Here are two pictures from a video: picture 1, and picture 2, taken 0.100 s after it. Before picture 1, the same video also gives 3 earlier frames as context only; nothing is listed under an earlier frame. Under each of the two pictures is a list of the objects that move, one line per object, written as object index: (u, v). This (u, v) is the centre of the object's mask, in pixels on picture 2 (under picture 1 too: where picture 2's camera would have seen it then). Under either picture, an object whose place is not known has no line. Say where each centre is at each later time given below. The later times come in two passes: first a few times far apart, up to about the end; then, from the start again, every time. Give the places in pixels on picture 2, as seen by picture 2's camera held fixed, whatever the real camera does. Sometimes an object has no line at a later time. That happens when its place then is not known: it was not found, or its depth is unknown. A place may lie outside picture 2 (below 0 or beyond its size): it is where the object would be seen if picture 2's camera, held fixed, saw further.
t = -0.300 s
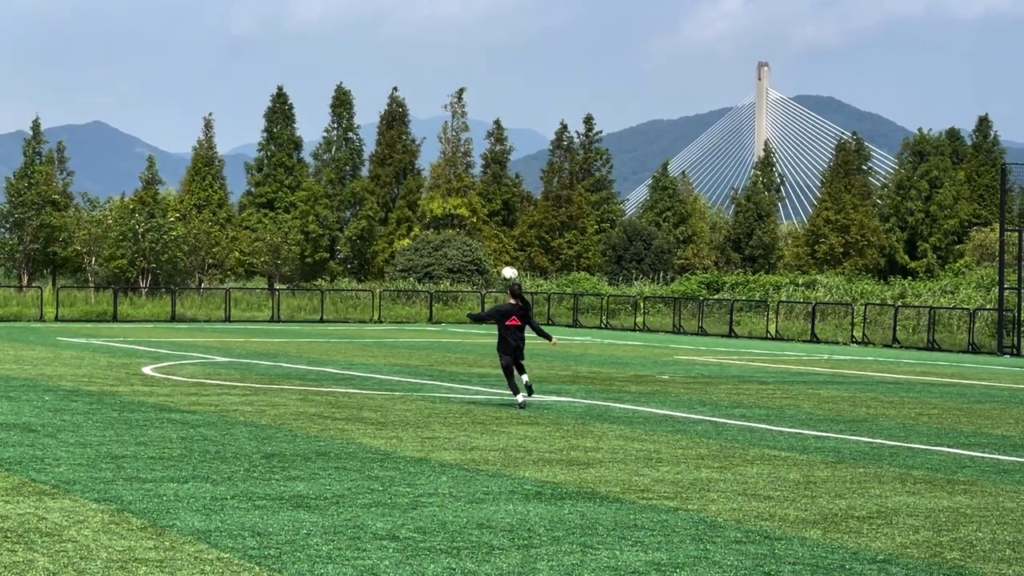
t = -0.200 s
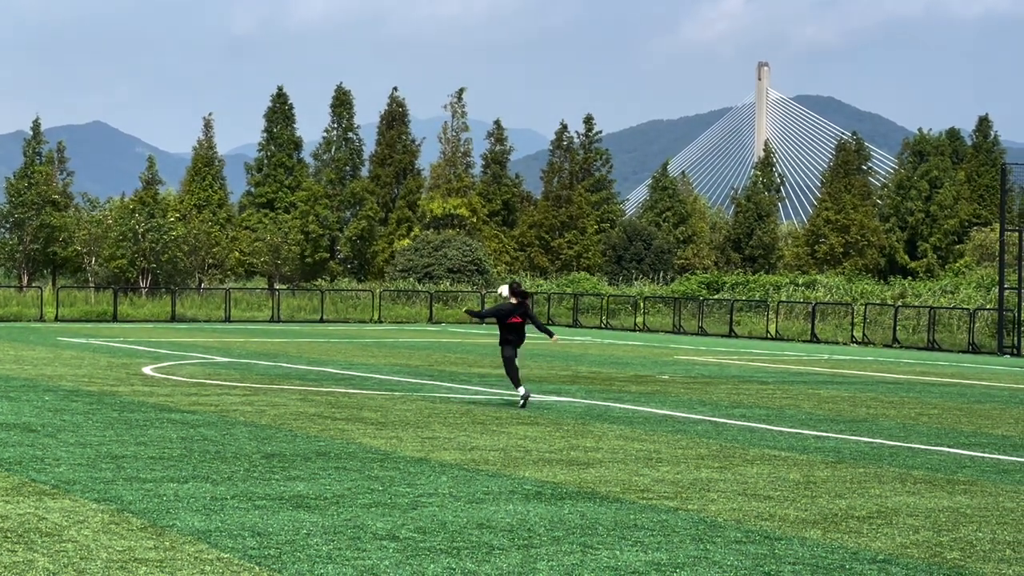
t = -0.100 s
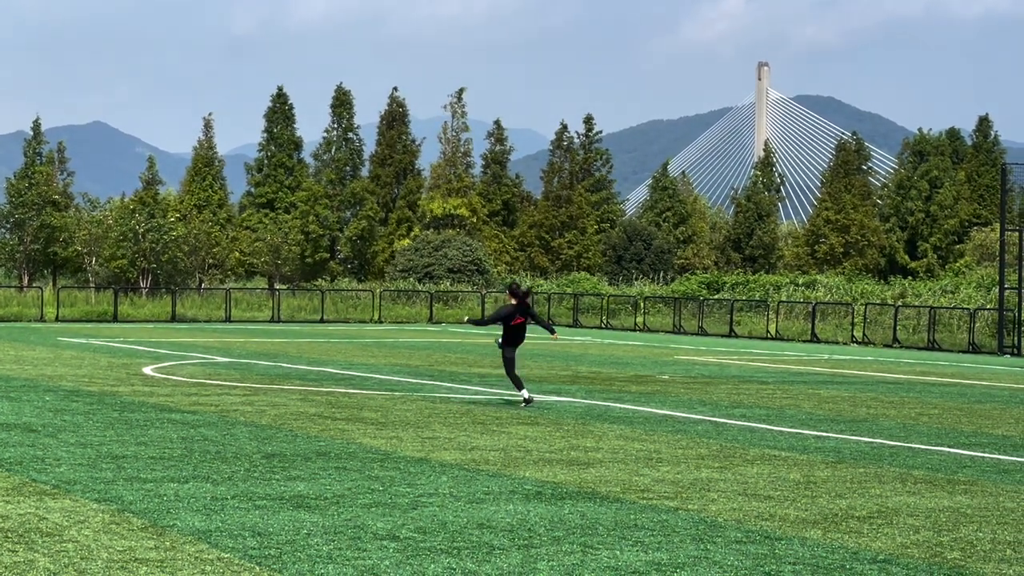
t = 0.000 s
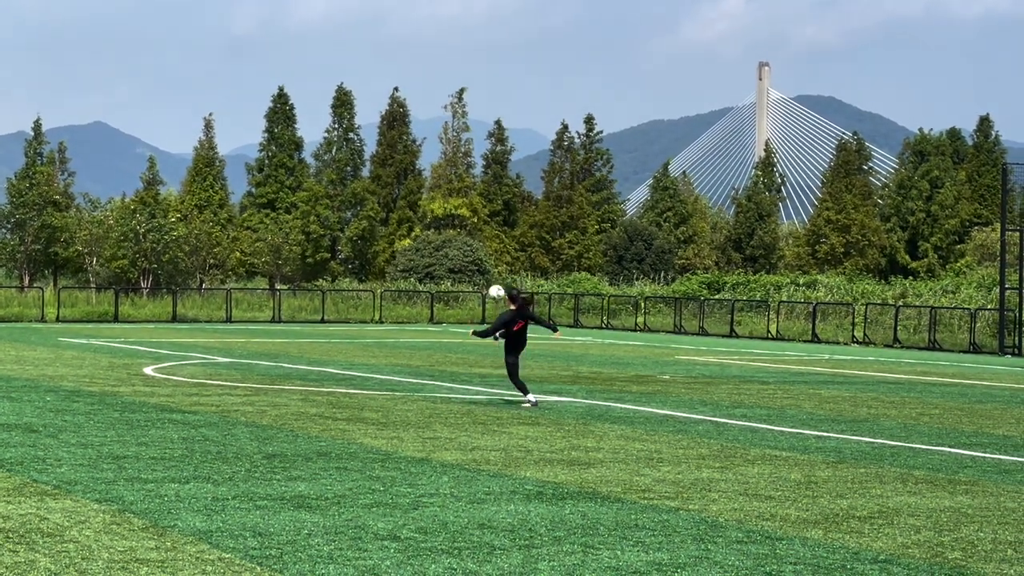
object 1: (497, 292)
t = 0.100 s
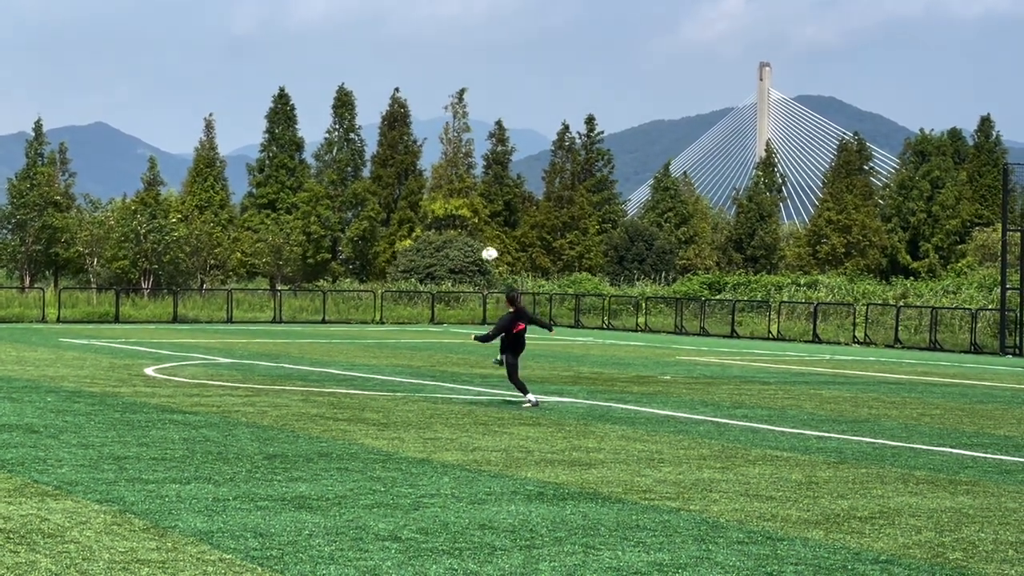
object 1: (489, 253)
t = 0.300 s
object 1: (475, 200)
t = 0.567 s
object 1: (457, 175)
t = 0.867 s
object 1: (438, 208)
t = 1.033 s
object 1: (428, 253)
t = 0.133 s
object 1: (487, 242)
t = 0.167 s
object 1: (484, 232)
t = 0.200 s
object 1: (482, 223)
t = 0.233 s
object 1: (480, 215)
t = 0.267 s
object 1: (478, 207)
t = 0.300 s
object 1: (475, 200)
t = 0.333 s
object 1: (473, 194)
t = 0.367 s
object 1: (470, 189)
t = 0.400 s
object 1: (468, 184)
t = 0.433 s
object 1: (466, 181)
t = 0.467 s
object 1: (464, 179)
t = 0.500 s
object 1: (461, 177)
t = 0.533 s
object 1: (459, 176)
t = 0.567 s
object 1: (457, 175)
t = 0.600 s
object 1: (455, 176)
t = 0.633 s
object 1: (453, 177)
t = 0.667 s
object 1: (451, 179)
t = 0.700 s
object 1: (448, 181)
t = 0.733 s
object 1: (446, 185)
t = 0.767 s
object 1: (444, 190)
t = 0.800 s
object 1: (442, 195)
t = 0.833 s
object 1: (440, 201)
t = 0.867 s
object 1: (438, 208)
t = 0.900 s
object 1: (436, 216)
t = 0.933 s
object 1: (434, 224)
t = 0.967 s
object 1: (432, 233)
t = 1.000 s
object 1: (430, 242)
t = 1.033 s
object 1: (428, 253)
